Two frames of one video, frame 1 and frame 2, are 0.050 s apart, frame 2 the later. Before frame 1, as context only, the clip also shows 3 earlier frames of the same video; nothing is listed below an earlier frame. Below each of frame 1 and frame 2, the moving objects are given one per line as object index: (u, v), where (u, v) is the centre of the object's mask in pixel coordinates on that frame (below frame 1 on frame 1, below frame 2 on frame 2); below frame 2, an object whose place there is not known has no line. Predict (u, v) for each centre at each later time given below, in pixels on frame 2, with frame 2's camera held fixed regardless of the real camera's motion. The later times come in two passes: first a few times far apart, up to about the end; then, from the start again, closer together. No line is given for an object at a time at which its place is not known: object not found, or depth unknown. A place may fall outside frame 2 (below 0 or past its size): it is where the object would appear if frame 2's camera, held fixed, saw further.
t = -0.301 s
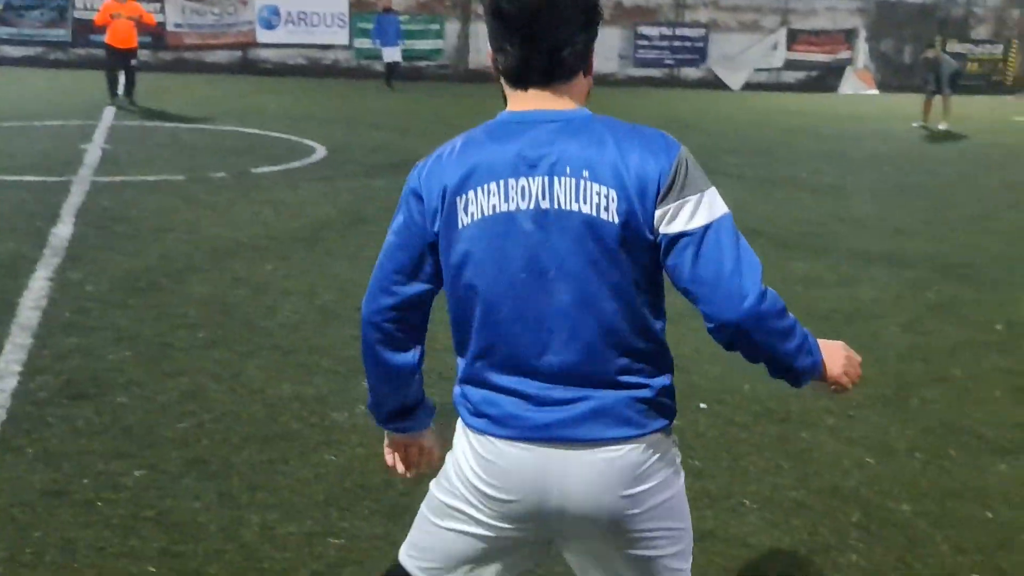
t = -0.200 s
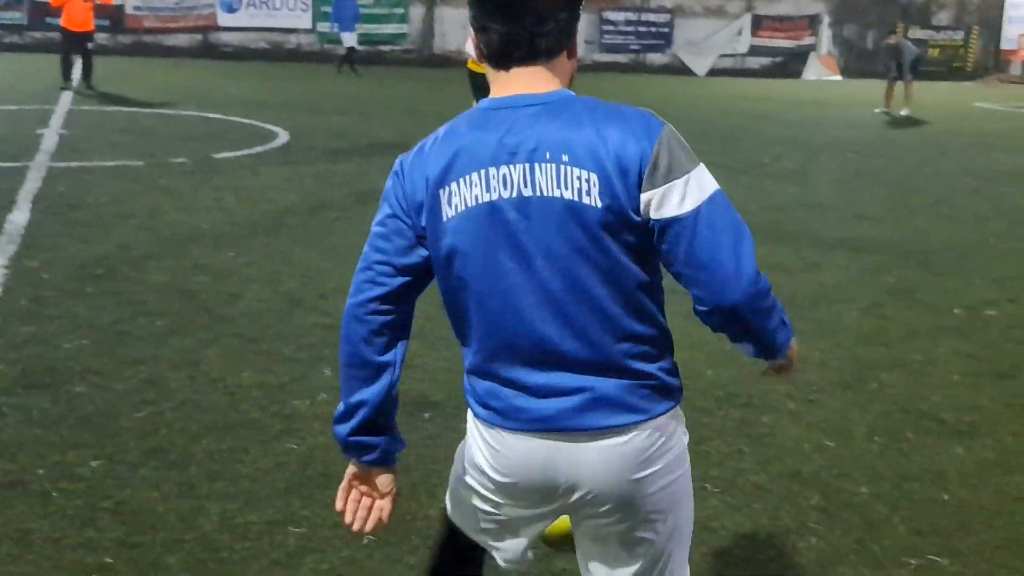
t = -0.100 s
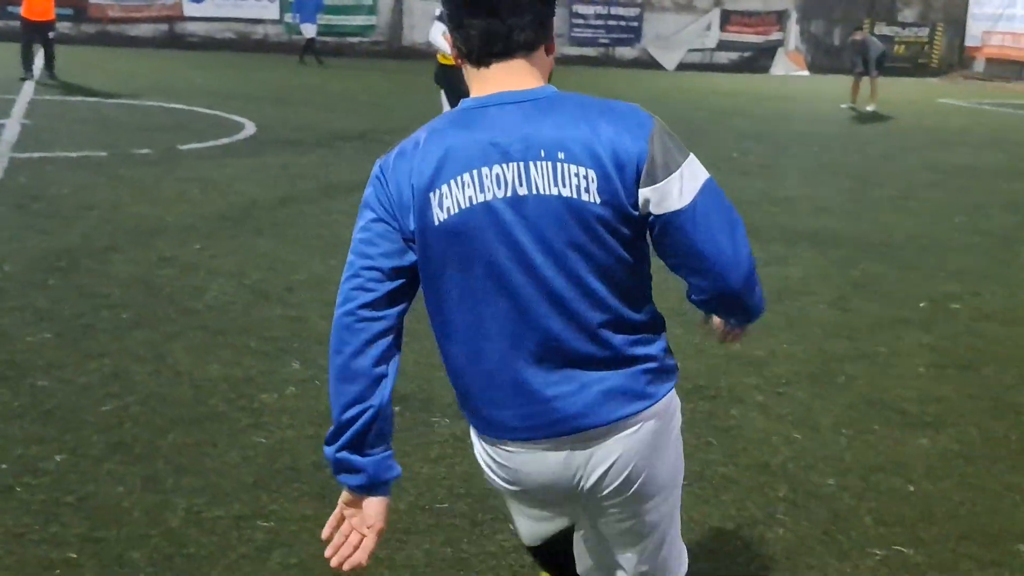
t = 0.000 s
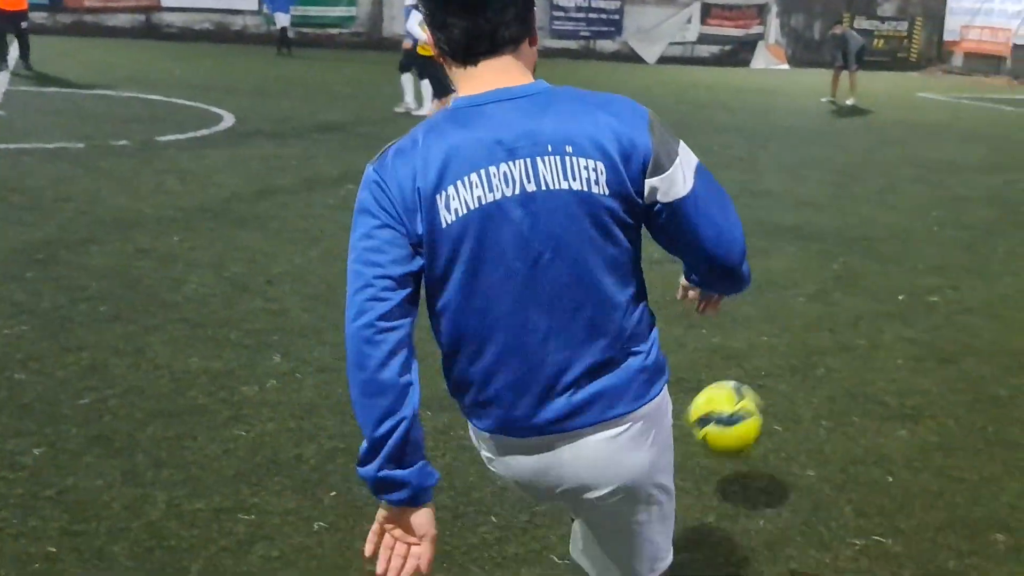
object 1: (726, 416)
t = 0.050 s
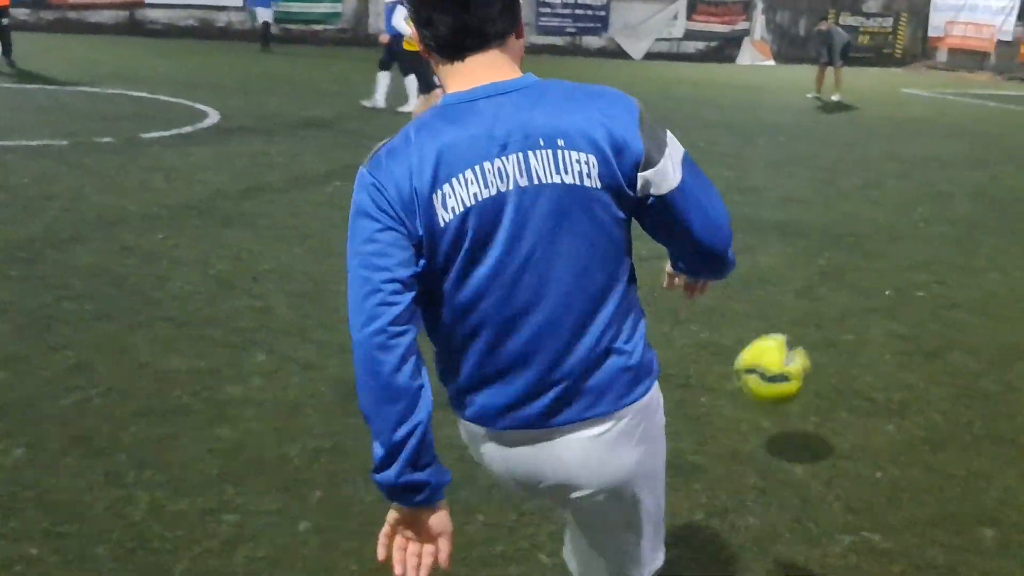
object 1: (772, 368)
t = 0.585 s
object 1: (1061, 252)
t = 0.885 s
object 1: (1130, 225)
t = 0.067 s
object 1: (789, 357)
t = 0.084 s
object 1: (806, 345)
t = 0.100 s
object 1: (823, 336)
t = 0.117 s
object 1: (837, 328)
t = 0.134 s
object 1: (851, 319)
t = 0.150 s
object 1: (866, 312)
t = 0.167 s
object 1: (878, 307)
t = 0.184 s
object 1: (889, 301)
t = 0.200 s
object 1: (902, 298)
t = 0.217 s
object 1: (911, 295)
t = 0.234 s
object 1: (921, 292)
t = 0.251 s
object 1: (934, 289)
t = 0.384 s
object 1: (991, 297)
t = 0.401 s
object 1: (999, 300)
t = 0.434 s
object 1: (1007, 297)
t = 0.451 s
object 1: (1018, 290)
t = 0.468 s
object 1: (1024, 283)
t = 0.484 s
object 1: (1026, 276)
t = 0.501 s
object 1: (1035, 272)
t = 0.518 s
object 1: (1040, 266)
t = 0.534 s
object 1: (1044, 262)
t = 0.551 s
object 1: (1052, 258)
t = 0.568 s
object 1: (1056, 255)
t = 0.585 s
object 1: (1061, 252)
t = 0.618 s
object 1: (1071, 246)
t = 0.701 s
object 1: (1092, 244)
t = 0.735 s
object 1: (1098, 247)
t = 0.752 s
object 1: (1103, 248)
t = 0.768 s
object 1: (1105, 251)
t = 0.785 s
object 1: (1107, 252)
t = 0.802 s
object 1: (1113, 246)
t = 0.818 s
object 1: (1116, 241)
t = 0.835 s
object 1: (1120, 236)
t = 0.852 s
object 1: (1123, 233)
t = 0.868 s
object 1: (1128, 228)
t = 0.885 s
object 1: (1130, 225)
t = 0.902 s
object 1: (1135, 223)
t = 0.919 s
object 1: (1137, 220)
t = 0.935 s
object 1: (1139, 220)
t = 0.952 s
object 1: (1143, 219)
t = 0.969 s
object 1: (1145, 218)
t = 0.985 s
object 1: (1148, 217)
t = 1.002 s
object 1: (1151, 217)
